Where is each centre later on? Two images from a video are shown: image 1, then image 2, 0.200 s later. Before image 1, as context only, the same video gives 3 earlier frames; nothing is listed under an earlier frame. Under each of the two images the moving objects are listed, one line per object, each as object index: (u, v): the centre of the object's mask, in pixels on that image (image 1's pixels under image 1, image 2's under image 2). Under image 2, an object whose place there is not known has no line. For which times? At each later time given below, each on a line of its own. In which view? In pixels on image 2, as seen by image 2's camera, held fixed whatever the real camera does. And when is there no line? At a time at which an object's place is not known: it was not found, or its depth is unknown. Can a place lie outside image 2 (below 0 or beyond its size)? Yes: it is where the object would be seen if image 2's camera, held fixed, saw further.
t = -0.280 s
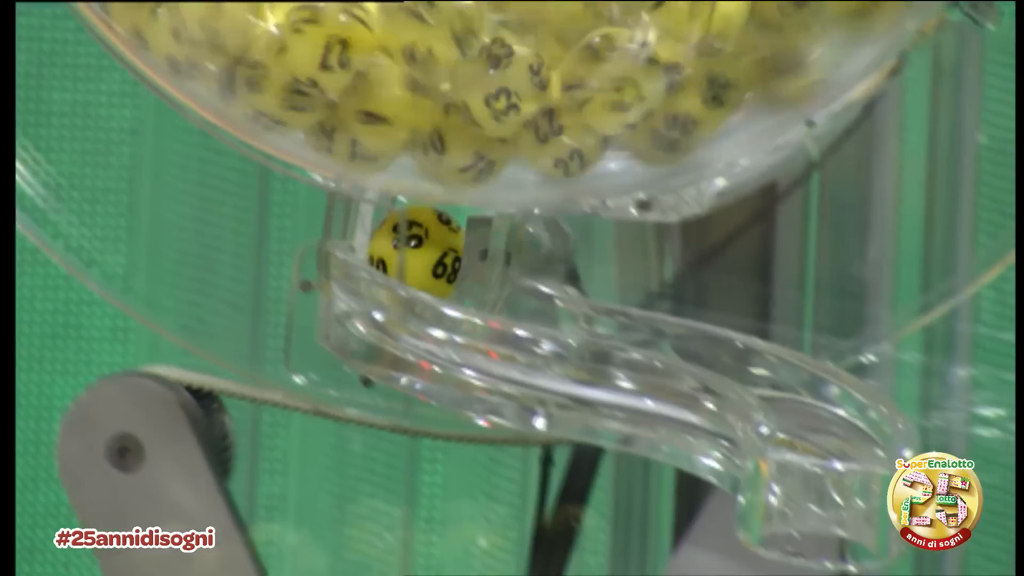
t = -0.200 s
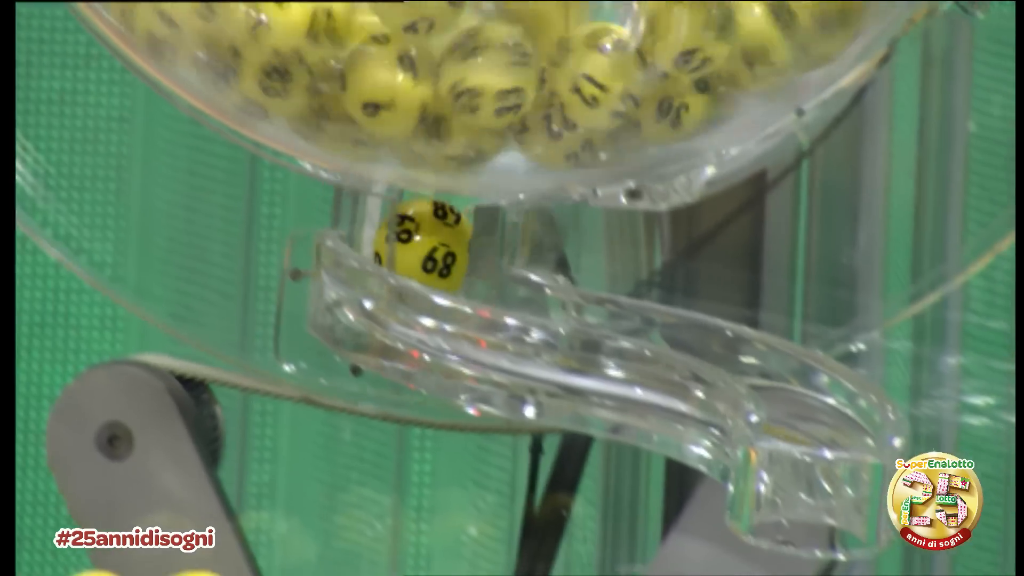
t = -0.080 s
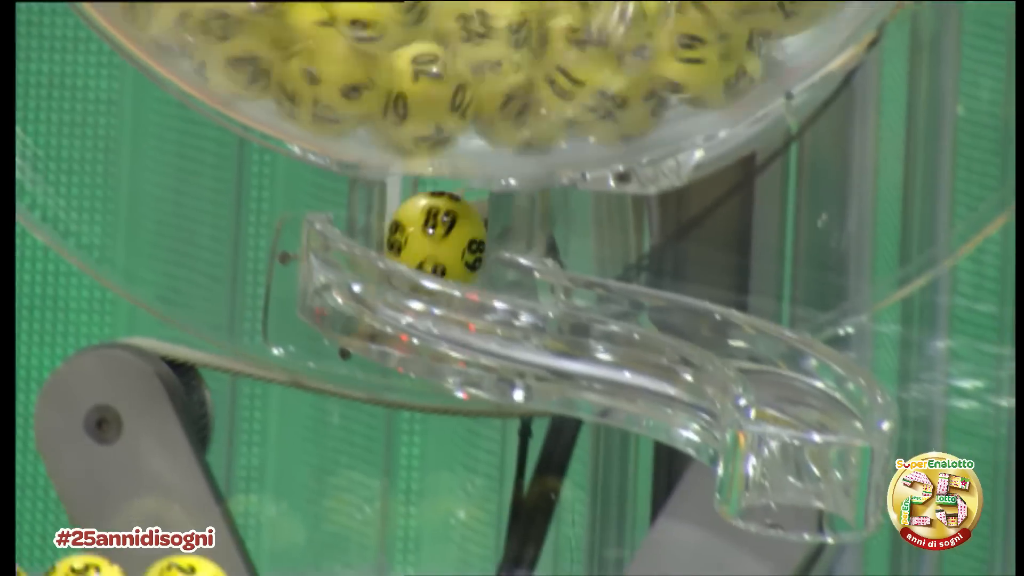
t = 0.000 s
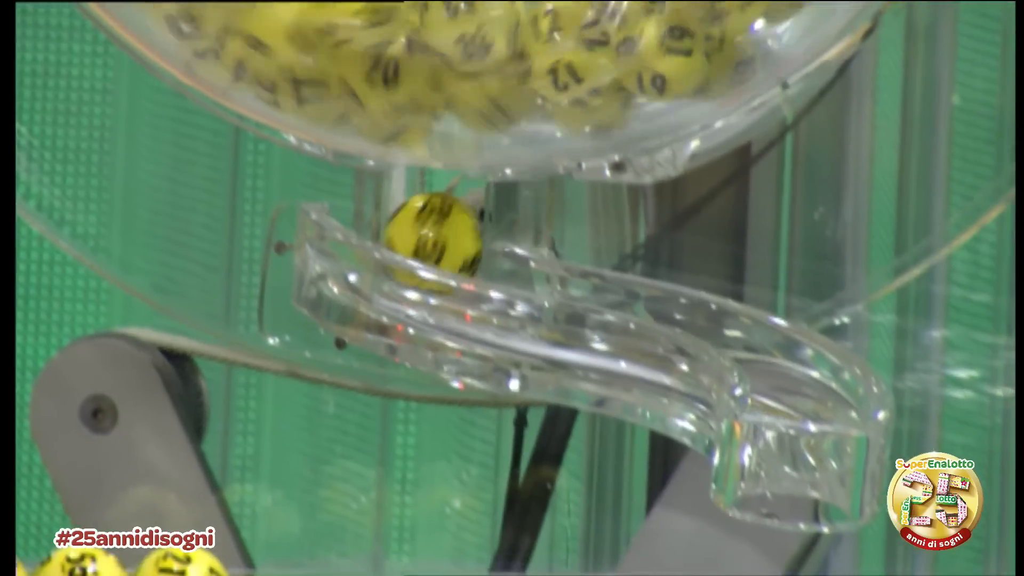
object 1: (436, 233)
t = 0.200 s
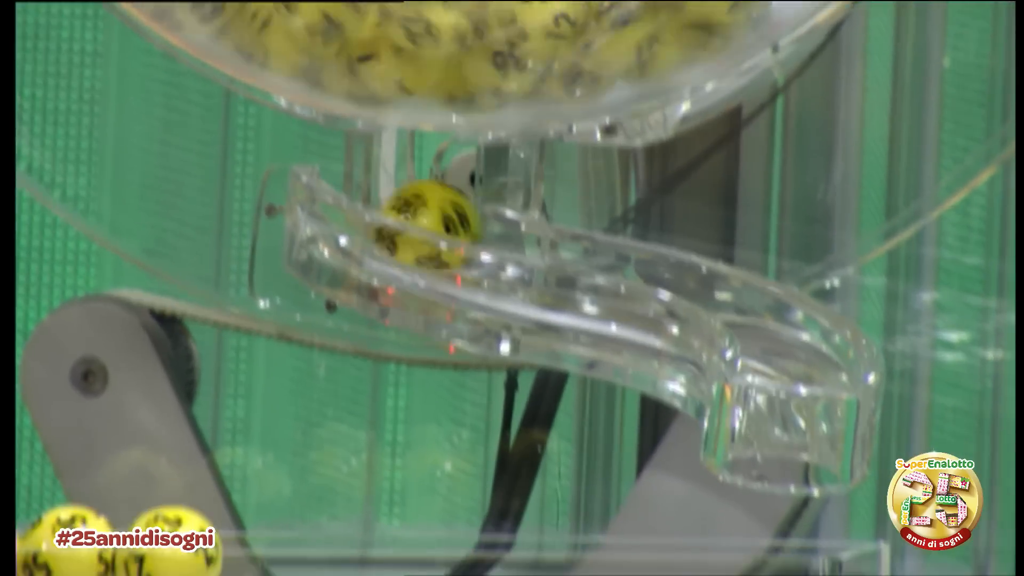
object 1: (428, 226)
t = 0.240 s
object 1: (435, 234)
